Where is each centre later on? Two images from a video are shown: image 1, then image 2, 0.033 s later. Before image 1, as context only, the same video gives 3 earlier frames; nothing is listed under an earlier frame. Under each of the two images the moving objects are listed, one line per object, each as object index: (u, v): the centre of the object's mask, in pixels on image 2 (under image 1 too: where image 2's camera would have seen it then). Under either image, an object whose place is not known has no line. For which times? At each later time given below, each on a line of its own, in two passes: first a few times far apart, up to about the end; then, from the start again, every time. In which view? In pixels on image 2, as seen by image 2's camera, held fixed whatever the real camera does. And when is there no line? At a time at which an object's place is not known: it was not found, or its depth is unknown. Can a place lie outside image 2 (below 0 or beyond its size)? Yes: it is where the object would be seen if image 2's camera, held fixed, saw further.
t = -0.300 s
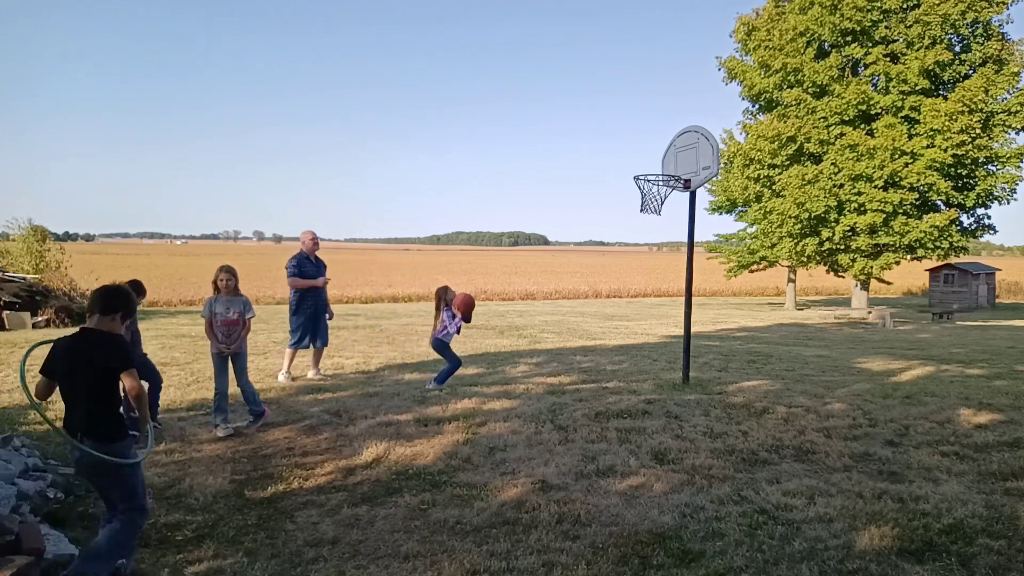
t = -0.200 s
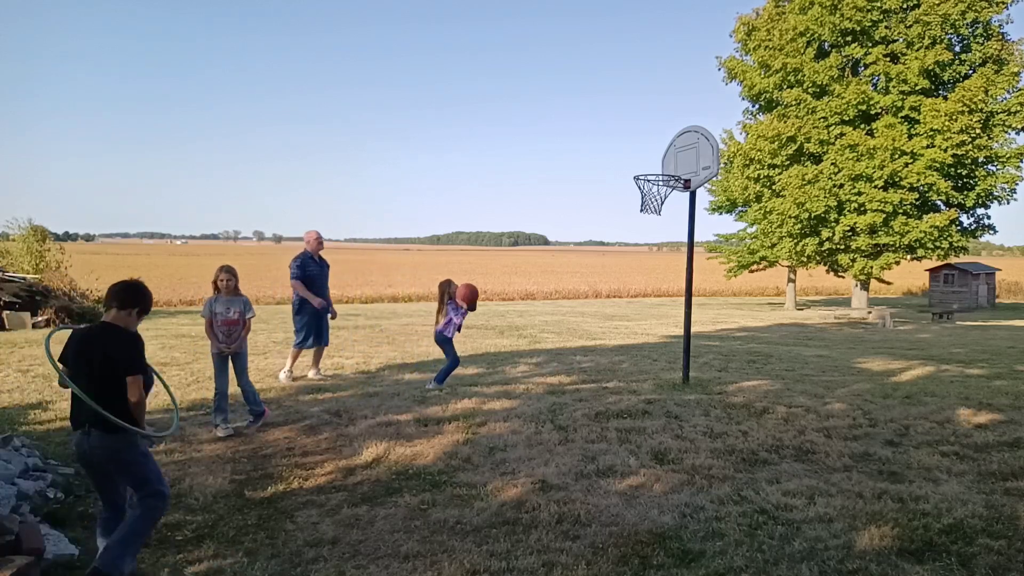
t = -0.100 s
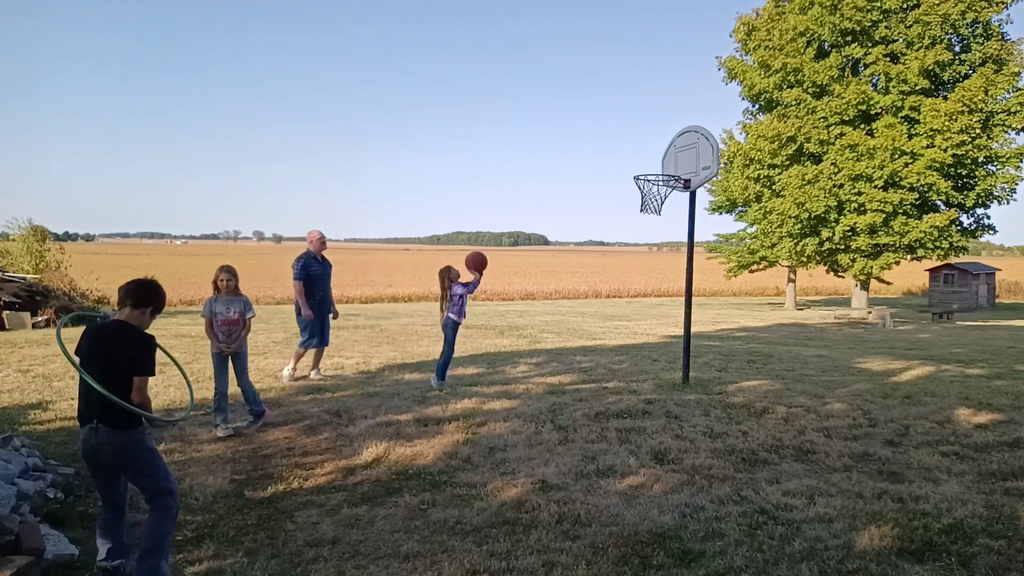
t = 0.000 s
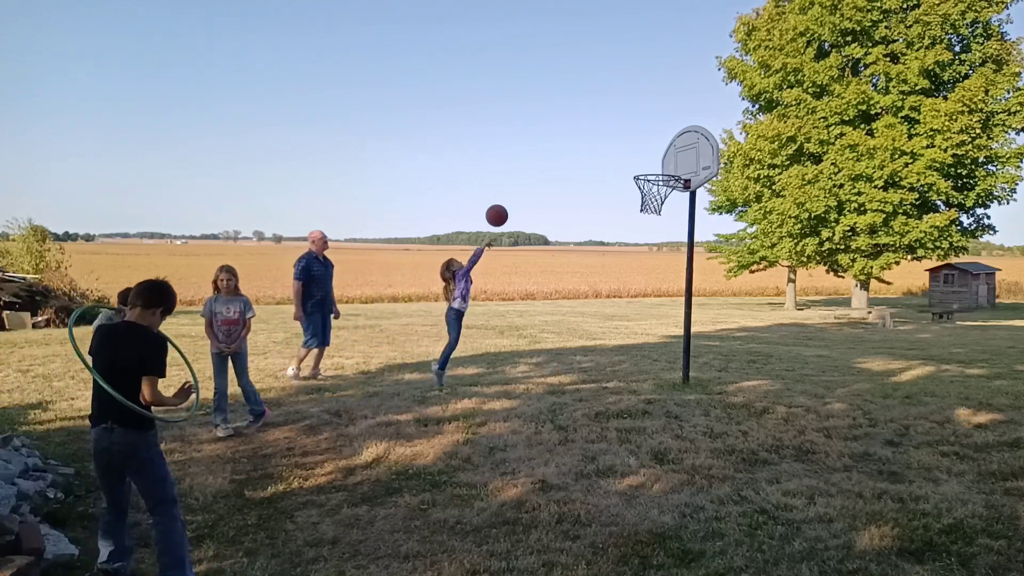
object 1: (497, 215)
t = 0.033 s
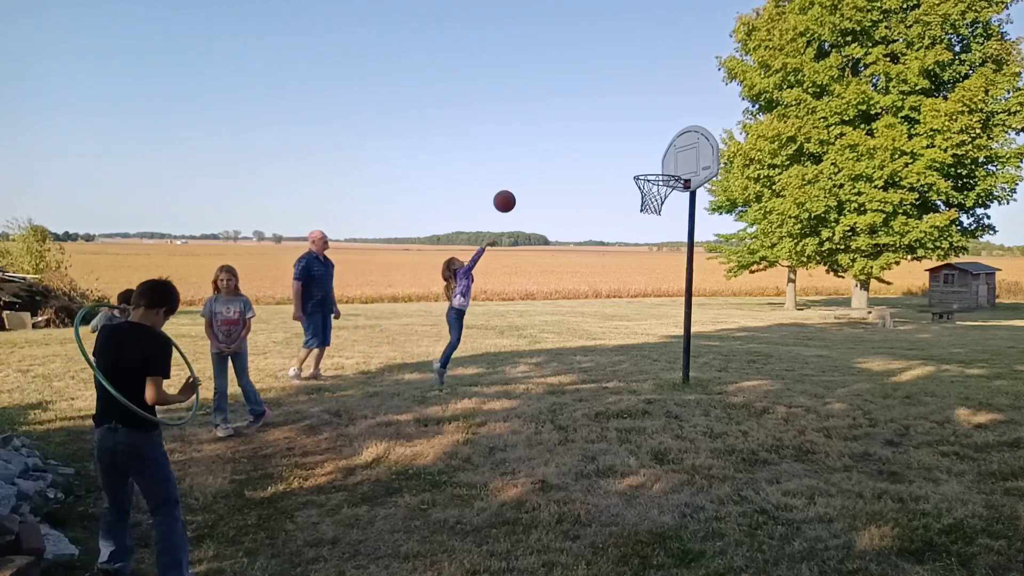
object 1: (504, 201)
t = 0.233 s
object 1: (550, 138)
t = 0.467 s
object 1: (602, 113)
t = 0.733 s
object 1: (659, 148)
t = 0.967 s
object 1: (657, 147)
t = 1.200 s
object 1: (633, 150)
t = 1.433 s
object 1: (607, 205)
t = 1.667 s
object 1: (581, 310)
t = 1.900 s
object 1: (550, 350)
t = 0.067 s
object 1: (512, 188)
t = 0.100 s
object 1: (520, 176)
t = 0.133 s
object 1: (527, 165)
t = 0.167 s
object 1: (535, 155)
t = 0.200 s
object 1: (543, 146)
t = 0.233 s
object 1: (550, 138)
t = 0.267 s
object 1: (558, 131)
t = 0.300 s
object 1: (565, 125)
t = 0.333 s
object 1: (573, 120)
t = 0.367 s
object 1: (581, 117)
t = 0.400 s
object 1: (588, 114)
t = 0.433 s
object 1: (595, 113)
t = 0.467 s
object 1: (602, 113)
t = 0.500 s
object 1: (610, 113)
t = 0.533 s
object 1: (617, 115)
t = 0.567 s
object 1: (624, 118)
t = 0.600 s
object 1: (631, 122)
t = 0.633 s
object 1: (638, 127)
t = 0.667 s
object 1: (645, 133)
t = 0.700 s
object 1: (652, 140)
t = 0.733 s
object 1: (659, 148)
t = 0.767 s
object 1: (666, 157)
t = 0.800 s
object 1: (673, 167)
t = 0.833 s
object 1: (671, 168)
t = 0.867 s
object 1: (667, 161)
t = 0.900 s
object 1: (664, 155)
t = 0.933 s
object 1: (661, 151)
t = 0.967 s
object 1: (657, 147)
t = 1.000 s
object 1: (654, 144)
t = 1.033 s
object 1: (650, 143)
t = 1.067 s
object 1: (647, 142)
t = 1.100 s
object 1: (644, 143)
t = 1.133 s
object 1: (640, 144)
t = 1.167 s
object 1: (637, 147)
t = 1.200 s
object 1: (633, 150)
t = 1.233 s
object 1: (630, 155)
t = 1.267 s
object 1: (626, 161)
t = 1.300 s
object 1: (622, 168)
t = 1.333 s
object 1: (619, 175)
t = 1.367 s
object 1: (615, 184)
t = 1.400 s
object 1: (611, 194)
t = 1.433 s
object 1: (607, 205)
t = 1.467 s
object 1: (604, 217)
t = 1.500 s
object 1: (600, 230)
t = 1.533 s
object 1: (596, 244)
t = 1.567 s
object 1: (592, 259)
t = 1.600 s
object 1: (589, 275)
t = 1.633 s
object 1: (585, 292)
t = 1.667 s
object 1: (581, 310)
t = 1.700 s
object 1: (577, 329)
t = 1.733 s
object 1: (574, 348)
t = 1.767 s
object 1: (571, 369)
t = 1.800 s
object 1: (566, 380)
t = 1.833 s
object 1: (561, 370)
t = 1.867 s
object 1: (555, 360)
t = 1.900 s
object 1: (550, 350)
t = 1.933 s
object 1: (544, 341)
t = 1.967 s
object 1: (539, 333)
